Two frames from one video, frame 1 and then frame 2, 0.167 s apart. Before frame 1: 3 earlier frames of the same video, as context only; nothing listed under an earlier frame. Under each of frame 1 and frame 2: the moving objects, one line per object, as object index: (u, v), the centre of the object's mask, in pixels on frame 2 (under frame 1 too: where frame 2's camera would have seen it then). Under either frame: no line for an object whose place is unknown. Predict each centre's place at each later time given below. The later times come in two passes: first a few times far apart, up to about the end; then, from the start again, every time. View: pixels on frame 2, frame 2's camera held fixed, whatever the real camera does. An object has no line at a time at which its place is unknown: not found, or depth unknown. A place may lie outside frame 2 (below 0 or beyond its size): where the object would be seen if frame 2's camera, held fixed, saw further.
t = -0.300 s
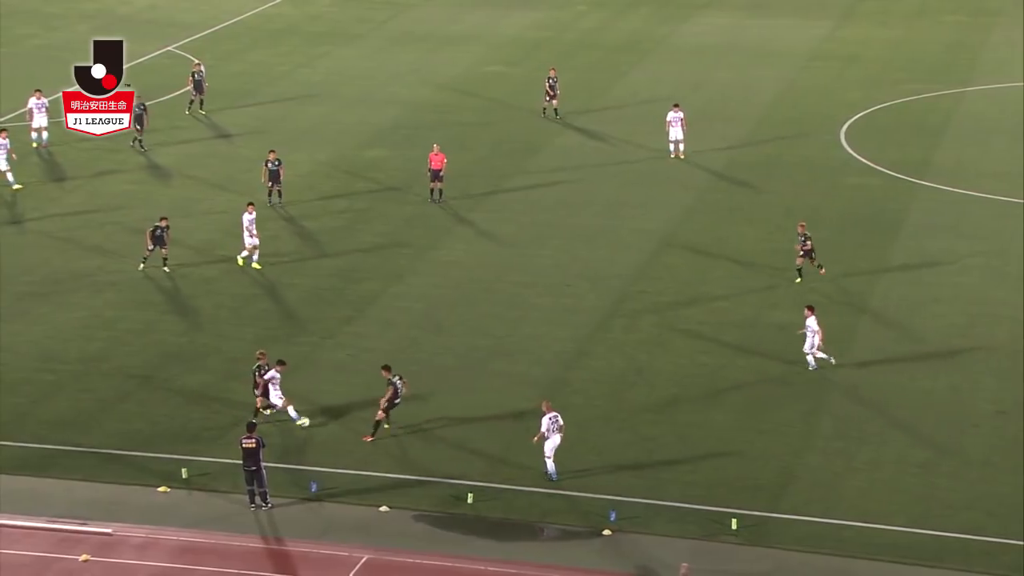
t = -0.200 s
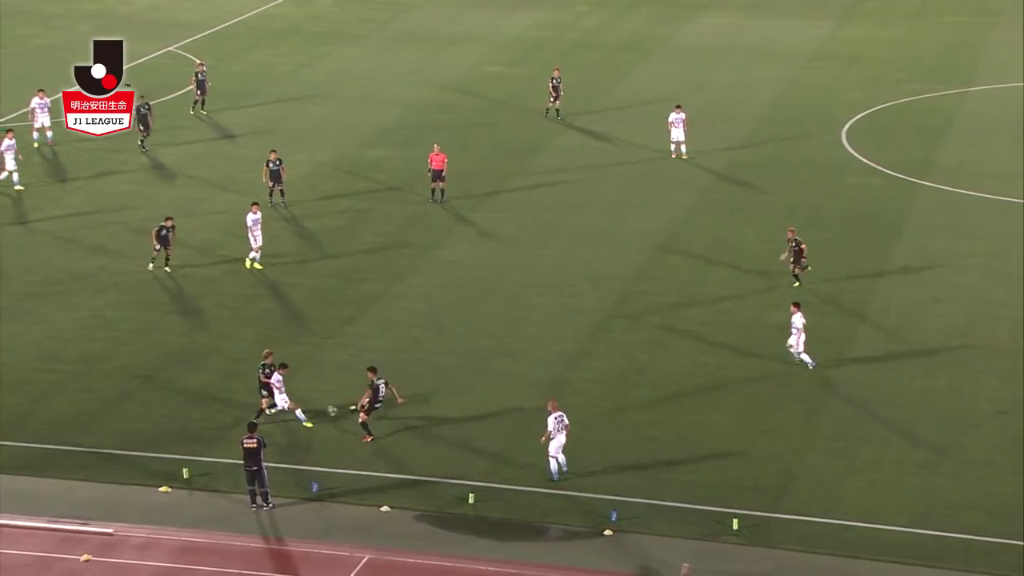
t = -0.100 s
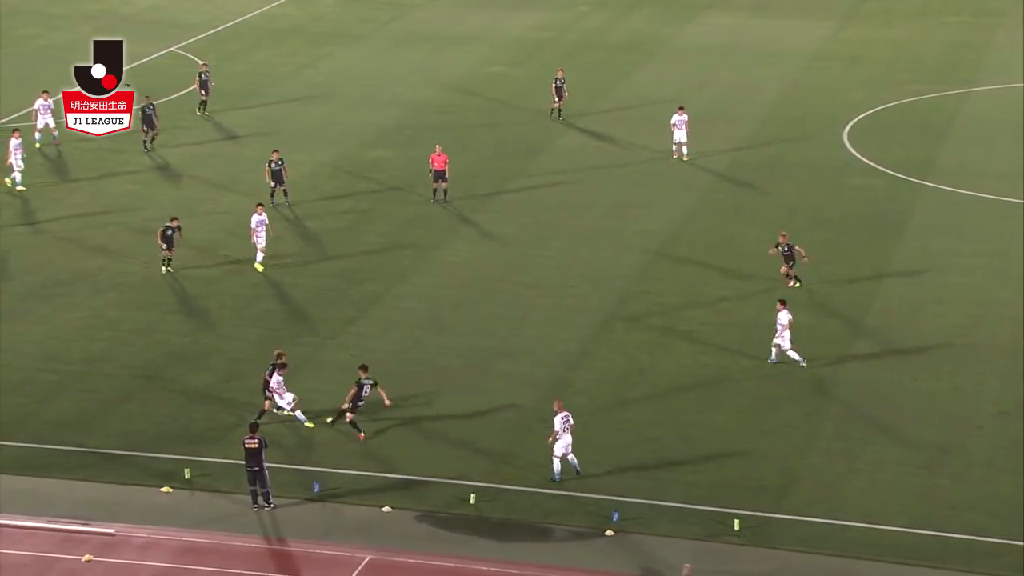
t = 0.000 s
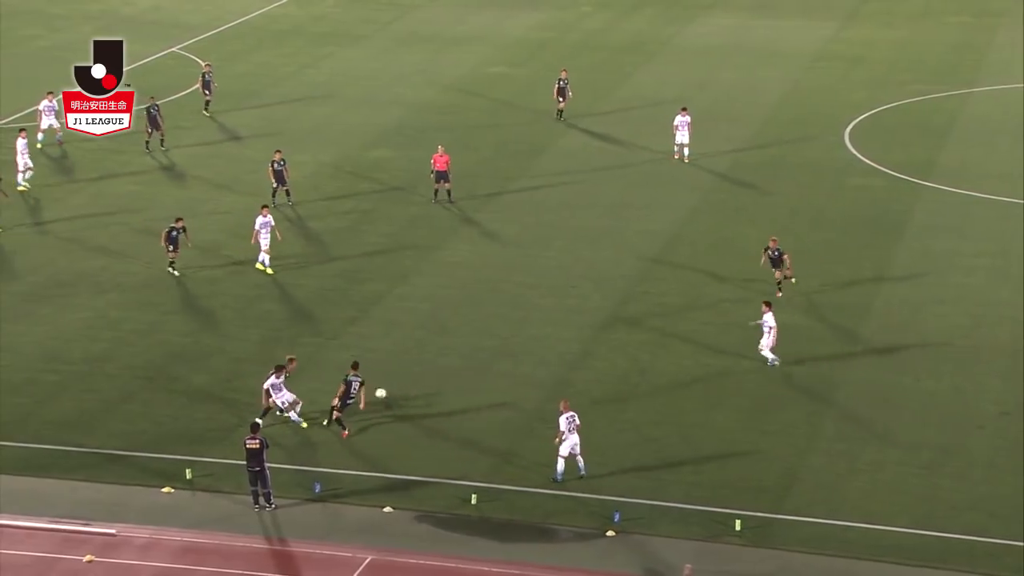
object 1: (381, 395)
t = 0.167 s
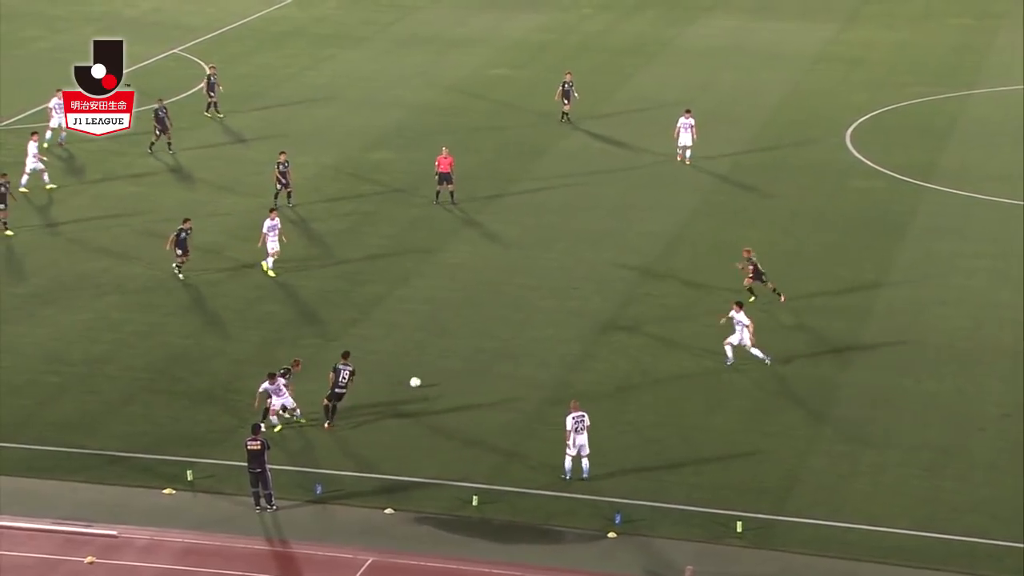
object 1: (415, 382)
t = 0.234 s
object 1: (427, 378)
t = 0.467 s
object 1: (462, 365)
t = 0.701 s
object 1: (494, 352)
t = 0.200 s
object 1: (421, 380)
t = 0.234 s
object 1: (427, 378)
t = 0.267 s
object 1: (432, 376)
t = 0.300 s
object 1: (438, 374)
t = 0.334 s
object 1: (443, 371)
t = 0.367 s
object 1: (448, 369)
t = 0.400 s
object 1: (453, 367)
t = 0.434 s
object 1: (457, 366)
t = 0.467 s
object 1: (462, 365)
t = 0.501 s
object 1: (467, 362)
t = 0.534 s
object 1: (472, 360)
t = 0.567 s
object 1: (476, 358)
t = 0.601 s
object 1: (481, 357)
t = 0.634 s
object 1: (485, 356)
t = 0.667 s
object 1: (490, 354)
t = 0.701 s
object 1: (494, 352)
